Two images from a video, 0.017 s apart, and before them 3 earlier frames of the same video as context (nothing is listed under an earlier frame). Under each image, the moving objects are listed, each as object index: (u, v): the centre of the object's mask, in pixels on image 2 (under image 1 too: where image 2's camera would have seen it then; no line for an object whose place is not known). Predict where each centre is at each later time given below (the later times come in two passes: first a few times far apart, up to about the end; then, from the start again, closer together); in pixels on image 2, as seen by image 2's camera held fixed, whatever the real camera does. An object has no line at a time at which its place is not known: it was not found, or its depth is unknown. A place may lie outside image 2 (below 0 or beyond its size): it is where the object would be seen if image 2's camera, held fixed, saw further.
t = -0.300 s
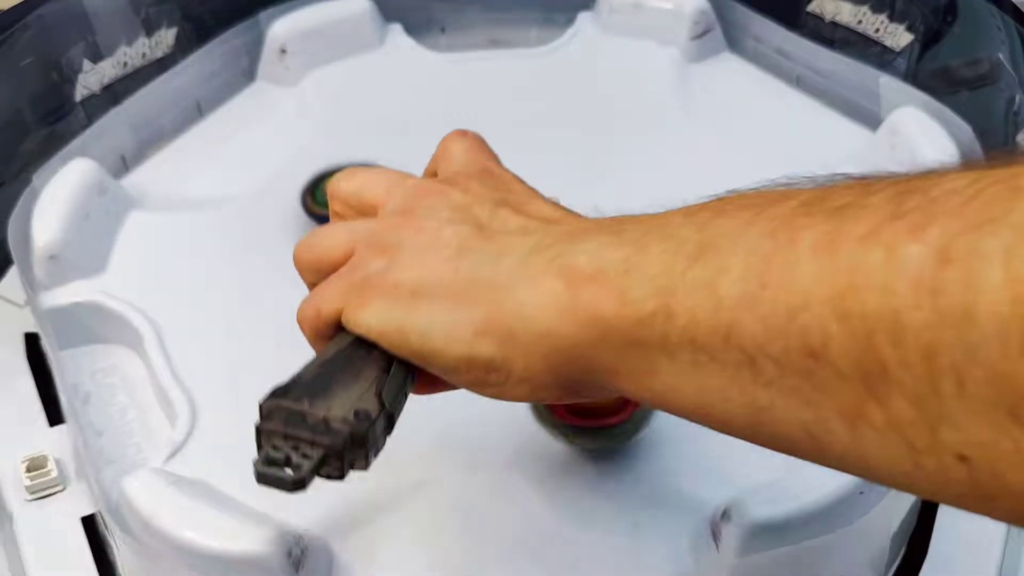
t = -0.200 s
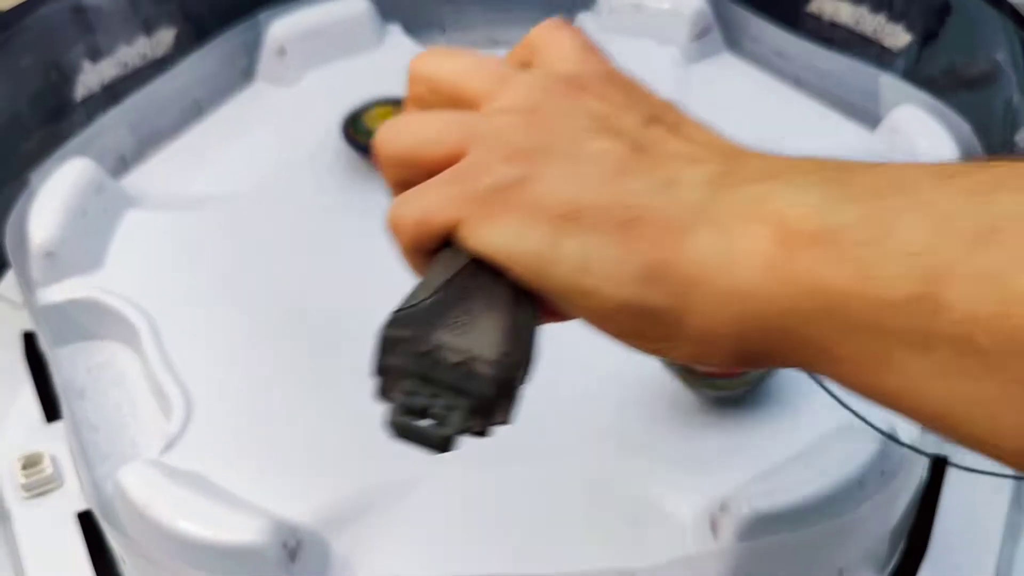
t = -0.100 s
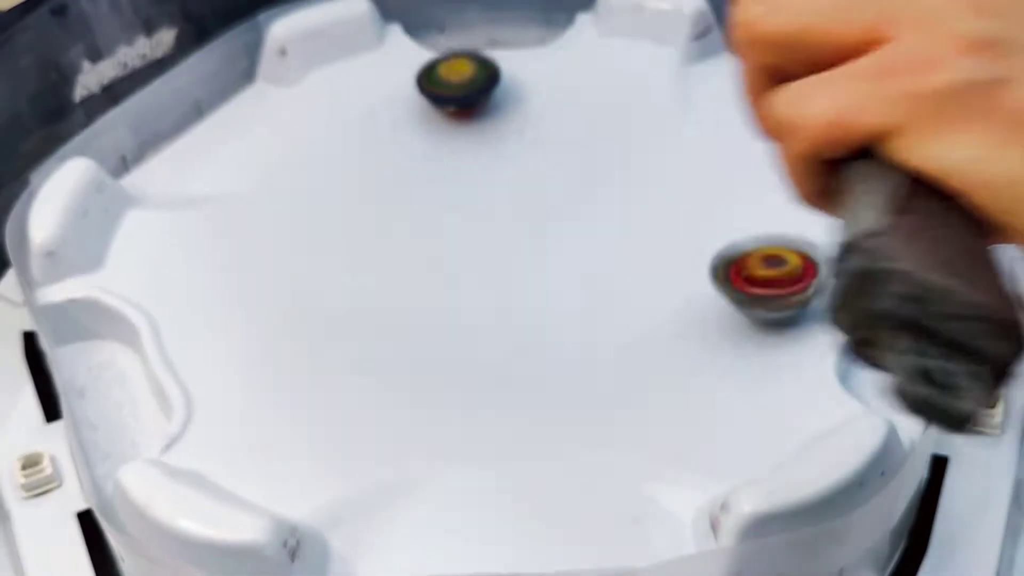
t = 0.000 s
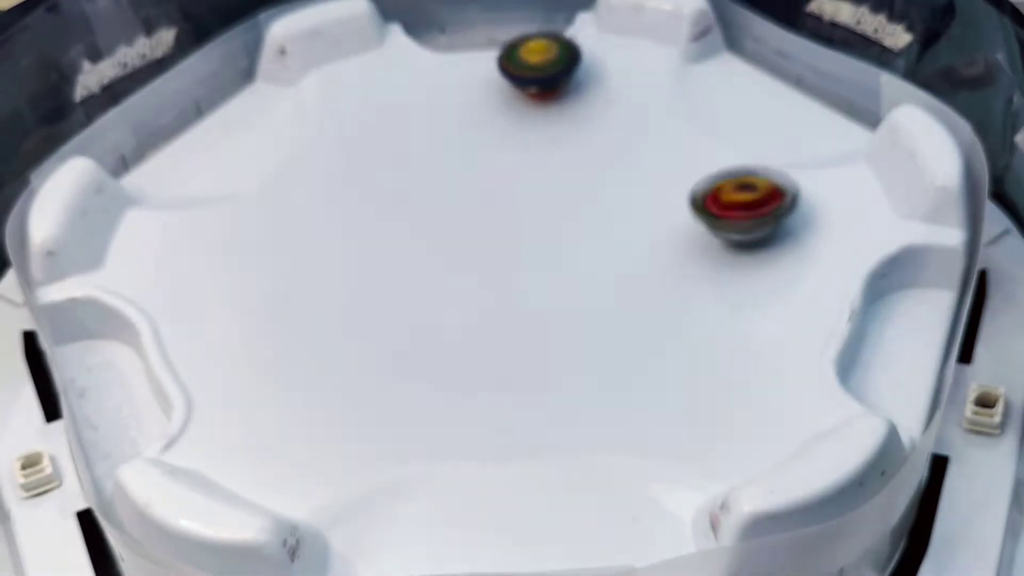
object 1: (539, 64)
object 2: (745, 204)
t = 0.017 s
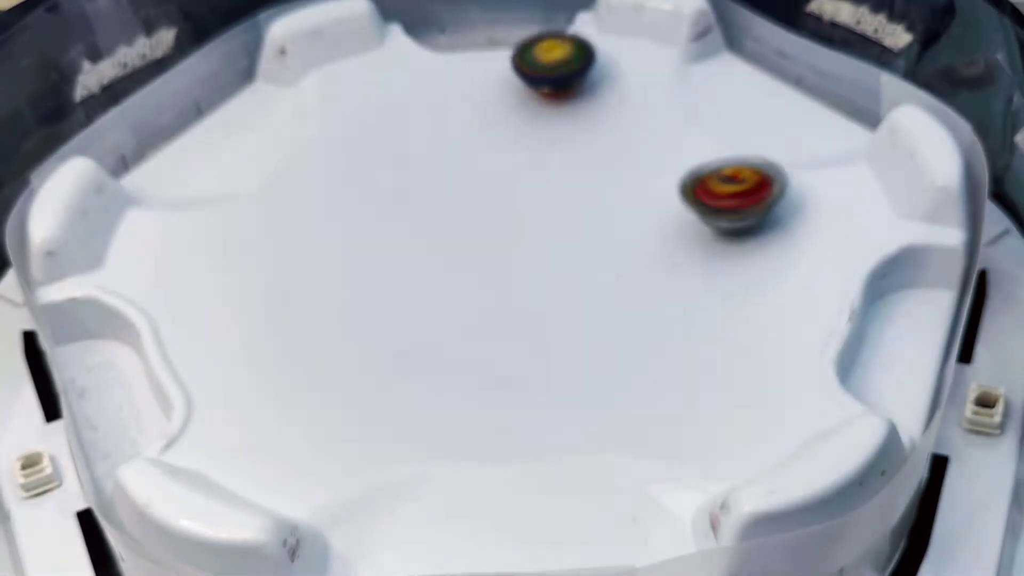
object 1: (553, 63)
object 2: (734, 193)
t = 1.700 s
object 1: (465, 256)
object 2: (518, 332)
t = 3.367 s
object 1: (684, 160)
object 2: (400, 250)
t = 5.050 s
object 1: (566, 220)
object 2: (530, 311)
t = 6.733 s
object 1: (428, 241)
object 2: (467, 317)
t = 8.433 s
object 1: (480, 244)
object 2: (591, 240)
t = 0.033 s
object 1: (566, 63)
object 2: (722, 182)
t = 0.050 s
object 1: (579, 65)
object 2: (709, 173)
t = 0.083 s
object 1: (603, 69)
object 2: (677, 155)
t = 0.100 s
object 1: (615, 73)
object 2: (661, 147)
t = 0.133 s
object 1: (640, 73)
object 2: (620, 142)
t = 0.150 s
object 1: (656, 54)
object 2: (592, 160)
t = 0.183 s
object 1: (679, 23)
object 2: (535, 200)
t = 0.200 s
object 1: (689, 19)
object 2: (504, 217)
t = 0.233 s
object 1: (706, 14)
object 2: (442, 248)
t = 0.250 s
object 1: (714, 14)
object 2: (410, 262)
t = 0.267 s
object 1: (722, 15)
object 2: (381, 273)
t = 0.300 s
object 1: (738, 25)
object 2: (321, 295)
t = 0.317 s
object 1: (742, 37)
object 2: (292, 305)
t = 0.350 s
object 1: (746, 63)
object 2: (232, 328)
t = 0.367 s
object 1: (744, 64)
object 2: (203, 341)
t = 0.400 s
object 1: (740, 74)
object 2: (153, 355)
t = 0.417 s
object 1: (737, 84)
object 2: (133, 364)
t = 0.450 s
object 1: (731, 99)
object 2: (89, 390)
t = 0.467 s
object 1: (727, 105)
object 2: (79, 406)
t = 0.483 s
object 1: (723, 112)
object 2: (87, 419)
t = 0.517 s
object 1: (715, 127)
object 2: (122, 405)
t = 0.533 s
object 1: (709, 138)
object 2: (137, 402)
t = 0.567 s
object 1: (698, 160)
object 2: (181, 402)
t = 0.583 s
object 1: (689, 172)
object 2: (204, 404)
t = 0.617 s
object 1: (672, 198)
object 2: (256, 423)
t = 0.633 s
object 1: (661, 214)
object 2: (279, 418)
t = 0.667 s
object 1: (636, 248)
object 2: (328, 408)
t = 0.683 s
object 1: (619, 265)
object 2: (352, 403)
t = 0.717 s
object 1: (583, 297)
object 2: (401, 390)
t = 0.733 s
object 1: (559, 310)
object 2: (424, 386)
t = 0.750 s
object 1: (535, 324)
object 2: (445, 377)
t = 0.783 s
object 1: (501, 314)
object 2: (462, 380)
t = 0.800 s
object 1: (485, 312)
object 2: (469, 389)
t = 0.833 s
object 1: (456, 299)
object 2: (482, 419)
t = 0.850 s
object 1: (442, 290)
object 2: (486, 427)
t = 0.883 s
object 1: (419, 271)
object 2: (494, 447)
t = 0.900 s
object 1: (408, 262)
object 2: (496, 457)
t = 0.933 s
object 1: (392, 245)
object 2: (500, 478)
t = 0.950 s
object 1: (387, 237)
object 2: (499, 488)
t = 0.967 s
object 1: (383, 228)
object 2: (498, 497)
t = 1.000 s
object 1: (379, 212)
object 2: (492, 515)
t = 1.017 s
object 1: (379, 205)
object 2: (488, 523)
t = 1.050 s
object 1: (383, 192)
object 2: (481, 528)
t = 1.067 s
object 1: (386, 187)
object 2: (477, 527)
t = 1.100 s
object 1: (394, 177)
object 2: (469, 518)
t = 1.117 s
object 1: (400, 174)
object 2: (464, 513)
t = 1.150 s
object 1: (414, 168)
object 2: (451, 499)
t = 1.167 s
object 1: (422, 166)
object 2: (443, 491)
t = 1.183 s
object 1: (429, 164)
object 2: (434, 485)
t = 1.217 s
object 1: (446, 164)
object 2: (415, 471)
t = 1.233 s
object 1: (455, 165)
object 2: (405, 465)
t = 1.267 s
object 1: (474, 168)
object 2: (385, 453)
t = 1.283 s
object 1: (483, 171)
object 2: (377, 446)
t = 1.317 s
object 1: (499, 179)
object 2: (363, 436)
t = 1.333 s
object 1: (507, 184)
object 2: (359, 433)
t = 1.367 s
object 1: (521, 196)
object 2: (355, 427)
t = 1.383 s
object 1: (525, 202)
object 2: (355, 423)
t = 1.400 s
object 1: (529, 209)
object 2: (357, 418)
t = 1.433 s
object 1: (533, 223)
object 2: (364, 410)
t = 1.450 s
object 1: (534, 230)
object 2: (369, 405)
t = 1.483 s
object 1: (531, 242)
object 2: (383, 395)
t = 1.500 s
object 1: (527, 247)
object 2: (390, 390)
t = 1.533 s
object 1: (521, 258)
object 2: (409, 379)
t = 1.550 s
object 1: (519, 262)
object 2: (419, 374)
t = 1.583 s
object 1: (510, 268)
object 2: (440, 363)
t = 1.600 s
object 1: (505, 272)
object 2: (451, 356)
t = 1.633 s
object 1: (493, 273)
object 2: (473, 344)
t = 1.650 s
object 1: (487, 272)
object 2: (484, 338)
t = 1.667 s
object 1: (480, 270)
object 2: (493, 332)
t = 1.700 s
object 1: (465, 256)
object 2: (518, 332)
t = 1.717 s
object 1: (457, 247)
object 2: (530, 329)
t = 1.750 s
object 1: (444, 231)
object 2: (552, 325)
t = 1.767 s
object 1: (439, 224)
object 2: (561, 320)
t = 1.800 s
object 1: (434, 212)
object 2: (575, 308)
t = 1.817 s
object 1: (432, 208)
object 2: (581, 301)
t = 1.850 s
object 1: (432, 201)
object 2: (586, 284)
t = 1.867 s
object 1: (433, 198)
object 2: (587, 275)
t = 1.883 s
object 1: (435, 196)
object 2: (586, 267)
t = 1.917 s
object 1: (440, 194)
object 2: (580, 249)
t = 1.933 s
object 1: (443, 194)
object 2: (575, 239)
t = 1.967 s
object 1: (452, 197)
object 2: (562, 222)
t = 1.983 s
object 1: (456, 199)
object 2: (554, 213)
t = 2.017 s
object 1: (449, 200)
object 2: (557, 197)
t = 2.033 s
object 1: (446, 202)
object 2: (558, 190)
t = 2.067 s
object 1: (443, 204)
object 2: (557, 178)
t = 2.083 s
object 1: (442, 206)
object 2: (555, 173)
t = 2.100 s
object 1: (442, 208)
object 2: (552, 169)
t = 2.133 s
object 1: (444, 213)
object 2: (542, 164)
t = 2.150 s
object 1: (446, 215)
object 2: (536, 162)
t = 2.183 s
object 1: (452, 220)
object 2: (521, 163)
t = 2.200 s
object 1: (455, 221)
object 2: (512, 163)
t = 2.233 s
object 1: (457, 230)
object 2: (497, 159)
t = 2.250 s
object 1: (459, 235)
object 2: (489, 157)
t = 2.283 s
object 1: (462, 243)
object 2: (471, 156)
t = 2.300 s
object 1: (463, 246)
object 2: (462, 157)
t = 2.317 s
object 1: (464, 249)
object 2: (452, 158)
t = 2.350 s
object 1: (465, 253)
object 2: (430, 163)
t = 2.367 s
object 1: (465, 255)
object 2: (419, 167)
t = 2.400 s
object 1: (463, 259)
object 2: (398, 177)
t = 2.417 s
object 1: (462, 262)
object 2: (388, 184)
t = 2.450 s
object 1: (459, 265)
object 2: (372, 198)
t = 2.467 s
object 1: (458, 267)
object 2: (366, 206)
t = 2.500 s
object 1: (455, 271)
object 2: (360, 223)
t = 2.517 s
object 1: (454, 272)
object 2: (359, 233)
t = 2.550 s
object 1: (474, 278)
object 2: (340, 244)
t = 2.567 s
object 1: (487, 280)
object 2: (330, 249)
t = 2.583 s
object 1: (499, 282)
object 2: (320, 253)
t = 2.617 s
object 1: (520, 285)
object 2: (306, 263)
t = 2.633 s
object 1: (529, 286)
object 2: (303, 268)
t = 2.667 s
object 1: (542, 289)
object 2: (301, 280)
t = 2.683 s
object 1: (547, 290)
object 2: (304, 286)
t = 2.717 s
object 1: (554, 293)
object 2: (314, 298)
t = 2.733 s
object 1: (556, 295)
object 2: (322, 304)
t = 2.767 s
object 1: (558, 298)
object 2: (343, 316)
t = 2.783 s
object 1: (557, 301)
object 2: (357, 321)
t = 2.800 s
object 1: (556, 303)
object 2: (371, 325)
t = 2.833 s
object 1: (551, 307)
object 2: (406, 331)
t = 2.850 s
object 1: (547, 310)
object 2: (425, 332)
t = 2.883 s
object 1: (561, 305)
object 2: (435, 339)
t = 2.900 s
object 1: (574, 301)
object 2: (432, 340)
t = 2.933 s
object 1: (593, 290)
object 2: (431, 344)
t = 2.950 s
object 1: (601, 284)
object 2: (432, 345)
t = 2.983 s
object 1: (614, 275)
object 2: (439, 345)
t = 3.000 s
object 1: (619, 269)
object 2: (444, 344)
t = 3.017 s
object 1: (623, 265)
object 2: (452, 343)
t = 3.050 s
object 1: (628, 257)
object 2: (469, 340)
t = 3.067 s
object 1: (630, 253)
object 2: (478, 336)
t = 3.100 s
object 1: (630, 247)
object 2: (496, 328)
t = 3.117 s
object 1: (629, 245)
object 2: (502, 322)
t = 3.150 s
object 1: (624, 242)
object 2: (516, 308)
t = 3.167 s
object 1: (621, 241)
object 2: (521, 301)
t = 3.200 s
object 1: (612, 240)
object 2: (526, 285)
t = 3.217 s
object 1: (609, 239)
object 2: (526, 277)
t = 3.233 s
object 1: (617, 229)
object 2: (511, 276)
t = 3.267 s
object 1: (639, 207)
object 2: (478, 272)
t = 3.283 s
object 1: (647, 197)
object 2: (463, 268)
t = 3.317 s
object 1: (663, 181)
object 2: (436, 261)
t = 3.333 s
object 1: (670, 172)
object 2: (424, 257)
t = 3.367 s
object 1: (684, 160)
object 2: (400, 250)
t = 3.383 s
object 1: (690, 154)
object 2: (390, 247)
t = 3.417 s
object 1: (699, 145)
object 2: (372, 244)
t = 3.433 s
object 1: (703, 142)
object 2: (364, 242)
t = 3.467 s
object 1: (711, 137)
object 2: (350, 241)
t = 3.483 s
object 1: (714, 136)
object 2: (345, 241)
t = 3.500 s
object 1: (717, 135)
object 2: (340, 242)
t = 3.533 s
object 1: (722, 136)
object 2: (332, 244)
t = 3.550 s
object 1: (725, 137)
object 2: (328, 246)
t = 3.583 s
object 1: (729, 142)
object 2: (324, 249)
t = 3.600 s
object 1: (731, 145)
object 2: (321, 251)
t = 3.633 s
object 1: (735, 152)
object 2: (319, 255)
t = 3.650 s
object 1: (735, 156)
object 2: (319, 258)
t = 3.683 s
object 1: (735, 168)
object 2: (322, 263)
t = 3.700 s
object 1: (735, 175)
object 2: (325, 266)
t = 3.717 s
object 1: (734, 182)
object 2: (330, 269)
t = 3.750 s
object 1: (729, 198)
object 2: (342, 273)
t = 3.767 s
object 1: (725, 208)
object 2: (349, 276)
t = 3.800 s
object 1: (716, 229)
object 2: (366, 278)
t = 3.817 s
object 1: (711, 238)
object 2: (377, 280)
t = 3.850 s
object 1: (696, 259)
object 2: (399, 279)
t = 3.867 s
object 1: (688, 269)
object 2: (410, 278)
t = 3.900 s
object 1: (670, 286)
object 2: (434, 273)
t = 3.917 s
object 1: (660, 294)
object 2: (445, 270)
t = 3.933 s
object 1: (649, 301)
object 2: (455, 266)
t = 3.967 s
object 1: (627, 313)
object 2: (477, 256)
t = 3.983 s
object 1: (616, 318)
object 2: (485, 250)
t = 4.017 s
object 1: (594, 325)
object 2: (501, 238)
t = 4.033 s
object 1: (583, 328)
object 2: (508, 232)
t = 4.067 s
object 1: (562, 331)
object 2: (519, 217)
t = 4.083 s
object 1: (553, 331)
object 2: (523, 211)
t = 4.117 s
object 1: (533, 330)
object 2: (528, 196)
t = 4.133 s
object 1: (525, 328)
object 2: (529, 190)
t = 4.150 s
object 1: (518, 325)
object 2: (529, 183)
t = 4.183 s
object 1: (506, 321)
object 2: (527, 171)
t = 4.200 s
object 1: (500, 317)
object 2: (524, 166)
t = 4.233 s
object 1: (492, 310)
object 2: (516, 156)
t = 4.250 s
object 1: (489, 307)
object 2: (511, 151)
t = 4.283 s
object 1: (480, 300)
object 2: (499, 144)
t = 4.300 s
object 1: (476, 296)
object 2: (492, 140)
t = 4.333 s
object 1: (472, 288)
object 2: (478, 134)
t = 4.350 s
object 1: (471, 285)
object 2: (471, 132)
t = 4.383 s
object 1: (470, 278)
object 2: (456, 128)
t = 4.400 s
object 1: (472, 274)
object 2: (449, 127)
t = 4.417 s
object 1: (473, 271)
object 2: (442, 127)
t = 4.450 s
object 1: (478, 265)
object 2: (429, 128)
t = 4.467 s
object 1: (480, 262)
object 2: (423, 129)
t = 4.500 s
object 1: (487, 255)
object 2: (413, 133)
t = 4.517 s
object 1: (489, 252)
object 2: (408, 136)
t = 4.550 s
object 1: (494, 247)
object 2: (399, 144)
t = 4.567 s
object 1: (496, 246)
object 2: (395, 150)
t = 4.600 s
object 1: (500, 243)
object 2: (390, 162)
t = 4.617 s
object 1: (501, 242)
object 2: (389, 169)
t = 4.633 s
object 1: (502, 241)
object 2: (389, 177)
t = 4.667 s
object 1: (505, 240)
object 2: (391, 194)
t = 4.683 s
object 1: (505, 240)
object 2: (394, 202)
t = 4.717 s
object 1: (506, 240)
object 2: (403, 218)
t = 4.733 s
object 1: (509, 240)
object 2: (407, 225)
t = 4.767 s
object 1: (524, 240)
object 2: (407, 239)
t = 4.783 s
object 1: (529, 239)
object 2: (409, 245)
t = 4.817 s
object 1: (538, 238)
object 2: (419, 257)
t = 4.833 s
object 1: (541, 239)
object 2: (426, 262)
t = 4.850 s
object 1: (542, 238)
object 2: (434, 267)
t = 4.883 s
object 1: (544, 238)
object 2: (452, 276)
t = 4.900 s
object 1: (545, 238)
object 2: (462, 280)
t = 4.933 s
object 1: (551, 233)
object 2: (475, 291)
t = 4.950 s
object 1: (556, 229)
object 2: (480, 297)
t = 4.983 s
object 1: (562, 223)
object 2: (494, 305)
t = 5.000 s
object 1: (564, 221)
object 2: (502, 308)
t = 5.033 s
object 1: (566, 219)
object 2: (520, 311)
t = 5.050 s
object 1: (566, 220)
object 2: (530, 311)
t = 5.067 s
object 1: (567, 220)
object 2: (539, 311)
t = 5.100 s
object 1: (567, 220)
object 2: (558, 307)
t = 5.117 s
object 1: (567, 221)
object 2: (567, 305)
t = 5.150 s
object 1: (567, 221)
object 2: (583, 299)
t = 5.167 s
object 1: (566, 221)
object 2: (590, 295)
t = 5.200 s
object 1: (566, 220)
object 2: (602, 283)
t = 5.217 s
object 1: (565, 220)
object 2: (606, 278)
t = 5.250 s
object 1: (559, 218)
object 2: (620, 272)
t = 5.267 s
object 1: (553, 213)
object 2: (628, 271)
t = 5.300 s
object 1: (542, 203)
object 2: (641, 266)
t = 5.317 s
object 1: (536, 201)
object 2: (645, 264)
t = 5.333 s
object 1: (531, 198)
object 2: (649, 261)
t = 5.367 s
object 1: (526, 194)
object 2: (653, 254)
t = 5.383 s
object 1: (523, 194)
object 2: (654, 249)
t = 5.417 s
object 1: (521, 192)
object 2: (654, 241)
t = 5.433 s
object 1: (522, 193)
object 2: (652, 236)
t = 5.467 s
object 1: (521, 192)
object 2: (644, 227)
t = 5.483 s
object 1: (522, 191)
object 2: (639, 223)
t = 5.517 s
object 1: (523, 191)
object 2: (625, 217)
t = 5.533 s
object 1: (525, 191)
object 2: (617, 215)
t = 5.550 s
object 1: (524, 190)
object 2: (611, 213)
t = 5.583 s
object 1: (514, 186)
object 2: (605, 214)
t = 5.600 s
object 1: (511, 185)
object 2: (600, 215)
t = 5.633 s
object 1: (506, 186)
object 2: (588, 219)
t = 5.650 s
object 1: (506, 185)
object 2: (582, 221)
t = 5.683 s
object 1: (498, 182)
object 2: (577, 232)
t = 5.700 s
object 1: (493, 179)
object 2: (577, 239)
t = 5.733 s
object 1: (486, 179)
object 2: (577, 251)
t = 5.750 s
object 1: (483, 180)
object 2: (577, 256)
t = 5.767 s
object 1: (482, 178)
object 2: (578, 261)
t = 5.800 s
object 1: (480, 181)
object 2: (579, 270)
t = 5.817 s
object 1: (479, 181)
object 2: (580, 274)
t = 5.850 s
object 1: (478, 183)
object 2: (580, 282)
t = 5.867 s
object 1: (477, 184)
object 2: (581, 285)
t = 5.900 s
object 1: (477, 186)
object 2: (584, 290)
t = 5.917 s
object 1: (476, 188)
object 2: (585, 293)
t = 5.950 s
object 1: (475, 190)
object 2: (587, 296)
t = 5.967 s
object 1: (474, 193)
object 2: (587, 298)
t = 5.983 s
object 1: (473, 194)
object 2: (588, 299)
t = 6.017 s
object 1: (473, 198)
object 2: (590, 301)
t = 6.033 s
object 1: (472, 200)
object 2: (590, 301)
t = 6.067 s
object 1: (472, 203)
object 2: (591, 301)
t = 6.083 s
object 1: (471, 205)
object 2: (590, 301)
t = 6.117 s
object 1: (470, 208)
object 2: (590, 300)
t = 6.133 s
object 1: (469, 210)
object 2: (589, 299)
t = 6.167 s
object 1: (467, 213)
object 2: (587, 297)
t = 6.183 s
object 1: (466, 215)
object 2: (584, 296)
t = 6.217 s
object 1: (463, 217)
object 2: (579, 294)
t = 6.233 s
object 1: (462, 219)
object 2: (576, 293)
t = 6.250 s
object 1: (460, 220)
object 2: (572, 292)
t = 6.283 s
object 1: (457, 223)
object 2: (560, 290)
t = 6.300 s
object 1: (454, 223)
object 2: (553, 290)
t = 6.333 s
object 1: (450, 226)
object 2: (541, 289)
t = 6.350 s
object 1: (448, 227)
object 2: (533, 289)
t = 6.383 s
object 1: (444, 229)
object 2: (518, 288)
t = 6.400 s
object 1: (443, 231)
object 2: (511, 289)
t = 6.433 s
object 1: (439, 232)
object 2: (497, 289)
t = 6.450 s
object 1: (437, 233)
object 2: (491, 290)
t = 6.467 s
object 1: (434, 233)
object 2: (484, 290)
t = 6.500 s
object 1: (430, 233)
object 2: (474, 295)
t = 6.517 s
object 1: (427, 232)
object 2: (471, 296)
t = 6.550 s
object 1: (424, 234)
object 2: (464, 301)
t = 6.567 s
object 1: (423, 235)
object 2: (462, 303)
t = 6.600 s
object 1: (423, 236)
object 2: (458, 307)
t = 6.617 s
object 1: (423, 236)
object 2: (458, 310)
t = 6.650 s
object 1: (425, 238)
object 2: (456, 313)
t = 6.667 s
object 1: (425, 238)
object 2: (457, 314)
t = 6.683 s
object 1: (426, 238)
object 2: (459, 317)
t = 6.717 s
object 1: (428, 241)
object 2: (463, 317)
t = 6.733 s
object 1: (428, 241)
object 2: (467, 317)
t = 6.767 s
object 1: (430, 244)
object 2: (474, 317)
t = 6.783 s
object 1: (430, 244)
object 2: (476, 315)
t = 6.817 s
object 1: (432, 246)
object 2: (483, 309)
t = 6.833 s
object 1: (432, 246)
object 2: (486, 306)
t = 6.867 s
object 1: (433, 246)
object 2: (490, 302)
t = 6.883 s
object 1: (429, 241)
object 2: (500, 302)
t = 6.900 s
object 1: (425, 235)
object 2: (509, 303)
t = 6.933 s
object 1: (420, 225)
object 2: (527, 304)
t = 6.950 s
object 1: (420, 222)
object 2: (536, 302)
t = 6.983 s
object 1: (421, 217)
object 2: (551, 296)
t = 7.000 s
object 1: (423, 216)
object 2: (557, 292)
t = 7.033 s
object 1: (428, 216)
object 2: (565, 285)
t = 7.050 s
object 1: (431, 216)
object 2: (568, 280)
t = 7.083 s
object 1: (436, 218)
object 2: (571, 270)
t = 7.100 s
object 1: (440, 219)
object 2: (572, 266)
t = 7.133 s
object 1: (448, 222)
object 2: (571, 256)
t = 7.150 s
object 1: (452, 223)
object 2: (568, 252)
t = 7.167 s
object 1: (456, 225)
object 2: (566, 247)
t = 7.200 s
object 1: (464, 227)
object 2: (559, 239)
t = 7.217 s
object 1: (459, 225)
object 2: (565, 237)
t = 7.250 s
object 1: (451, 221)
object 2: (577, 232)
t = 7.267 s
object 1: (449, 220)
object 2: (583, 229)
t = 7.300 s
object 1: (448, 220)
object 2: (587, 224)
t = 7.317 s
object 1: (450, 219)
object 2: (588, 222)
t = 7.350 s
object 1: (454, 219)
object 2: (589, 217)
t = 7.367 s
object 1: (457, 219)
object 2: (589, 214)
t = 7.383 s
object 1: (460, 219)
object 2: (588, 211)
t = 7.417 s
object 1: (466, 219)
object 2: (585, 206)
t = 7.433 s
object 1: (469, 220)
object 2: (582, 204)
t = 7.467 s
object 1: (475, 220)
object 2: (574, 200)
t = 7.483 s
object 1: (470, 221)
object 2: (577, 196)
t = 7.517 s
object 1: (448, 226)
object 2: (591, 185)
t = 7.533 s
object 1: (439, 228)
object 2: (597, 180)
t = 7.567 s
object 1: (424, 234)
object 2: (603, 172)
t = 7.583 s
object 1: (420, 235)
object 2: (603, 170)
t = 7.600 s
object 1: (417, 237)
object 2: (602, 167)
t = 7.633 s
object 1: (415, 239)
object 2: (598, 162)
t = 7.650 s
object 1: (414, 240)
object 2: (593, 161)
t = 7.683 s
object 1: (416, 239)
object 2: (584, 161)
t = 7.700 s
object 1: (417, 239)
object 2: (580, 163)
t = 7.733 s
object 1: (419, 238)
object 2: (568, 169)
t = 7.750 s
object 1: (422, 237)
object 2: (562, 173)
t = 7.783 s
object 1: (425, 236)
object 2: (549, 182)
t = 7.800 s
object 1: (426, 236)
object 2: (543, 188)
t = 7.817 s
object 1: (428, 235)
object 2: (537, 194)
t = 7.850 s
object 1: (431, 234)
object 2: (527, 207)
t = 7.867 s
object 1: (429, 235)
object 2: (527, 211)
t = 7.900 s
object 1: (427, 237)
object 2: (531, 219)
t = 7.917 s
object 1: (427, 238)
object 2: (532, 223)
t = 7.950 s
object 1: (429, 239)
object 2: (537, 231)
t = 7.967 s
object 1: (430, 239)
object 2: (541, 234)
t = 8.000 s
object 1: (433, 239)
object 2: (548, 240)
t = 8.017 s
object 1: (436, 239)
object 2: (551, 242)
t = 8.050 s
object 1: (440, 240)
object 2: (559, 246)
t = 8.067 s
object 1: (443, 240)
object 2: (564, 249)
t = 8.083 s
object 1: (446, 240)
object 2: (567, 250)
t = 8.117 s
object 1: (451, 240)
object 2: (575, 252)
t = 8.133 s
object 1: (454, 240)
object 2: (580, 253)
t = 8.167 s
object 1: (459, 241)
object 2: (587, 253)
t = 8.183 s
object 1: (462, 241)
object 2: (590, 253)
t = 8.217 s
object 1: (467, 242)
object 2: (596, 253)
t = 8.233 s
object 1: (469, 242)
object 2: (599, 252)
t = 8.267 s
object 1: (475, 243)
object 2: (603, 250)
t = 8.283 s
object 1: (476, 243)
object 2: (603, 249)
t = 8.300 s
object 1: (478, 243)
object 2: (604, 247)
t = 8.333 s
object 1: (482, 244)
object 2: (601, 245)
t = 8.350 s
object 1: (484, 244)
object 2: (598, 244)
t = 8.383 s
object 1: (489, 244)
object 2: (592, 243)
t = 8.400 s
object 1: (487, 244)
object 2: (590, 242)
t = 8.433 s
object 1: (480, 244)
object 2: (591, 240)
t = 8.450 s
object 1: (474, 244)
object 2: (595, 240)
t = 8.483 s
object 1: (465, 244)
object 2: (601, 238)
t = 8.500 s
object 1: (463, 244)
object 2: (602, 237)
